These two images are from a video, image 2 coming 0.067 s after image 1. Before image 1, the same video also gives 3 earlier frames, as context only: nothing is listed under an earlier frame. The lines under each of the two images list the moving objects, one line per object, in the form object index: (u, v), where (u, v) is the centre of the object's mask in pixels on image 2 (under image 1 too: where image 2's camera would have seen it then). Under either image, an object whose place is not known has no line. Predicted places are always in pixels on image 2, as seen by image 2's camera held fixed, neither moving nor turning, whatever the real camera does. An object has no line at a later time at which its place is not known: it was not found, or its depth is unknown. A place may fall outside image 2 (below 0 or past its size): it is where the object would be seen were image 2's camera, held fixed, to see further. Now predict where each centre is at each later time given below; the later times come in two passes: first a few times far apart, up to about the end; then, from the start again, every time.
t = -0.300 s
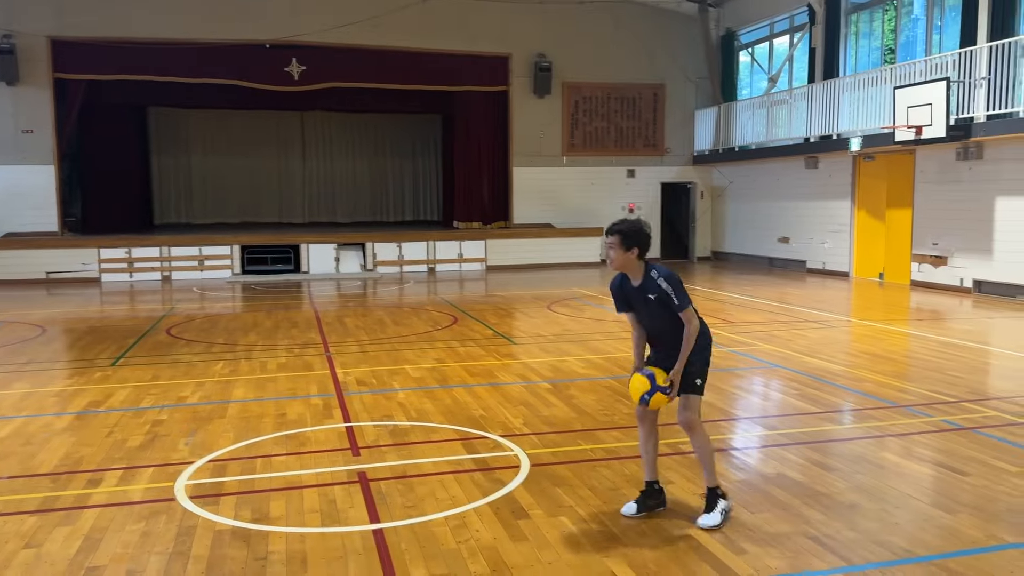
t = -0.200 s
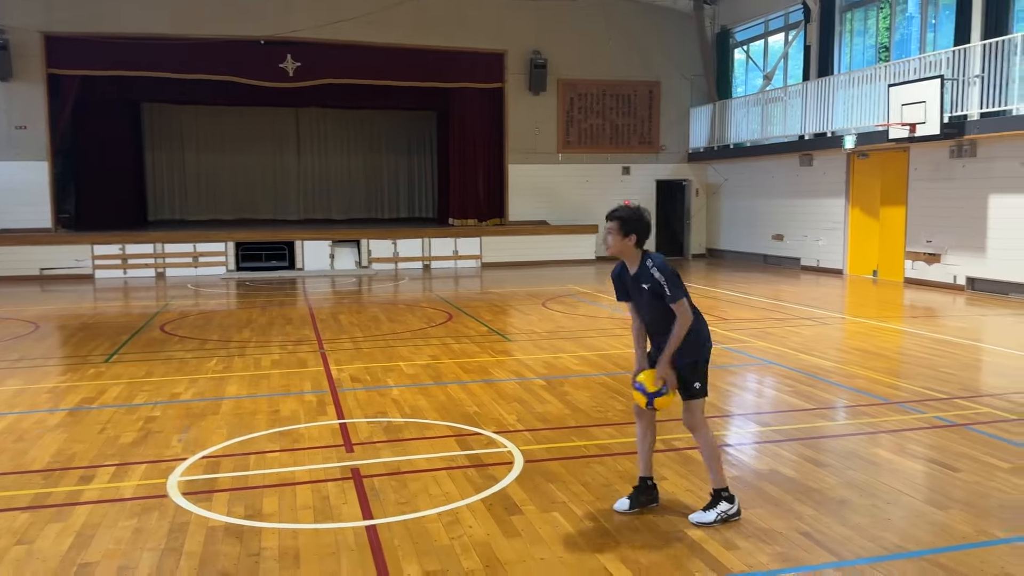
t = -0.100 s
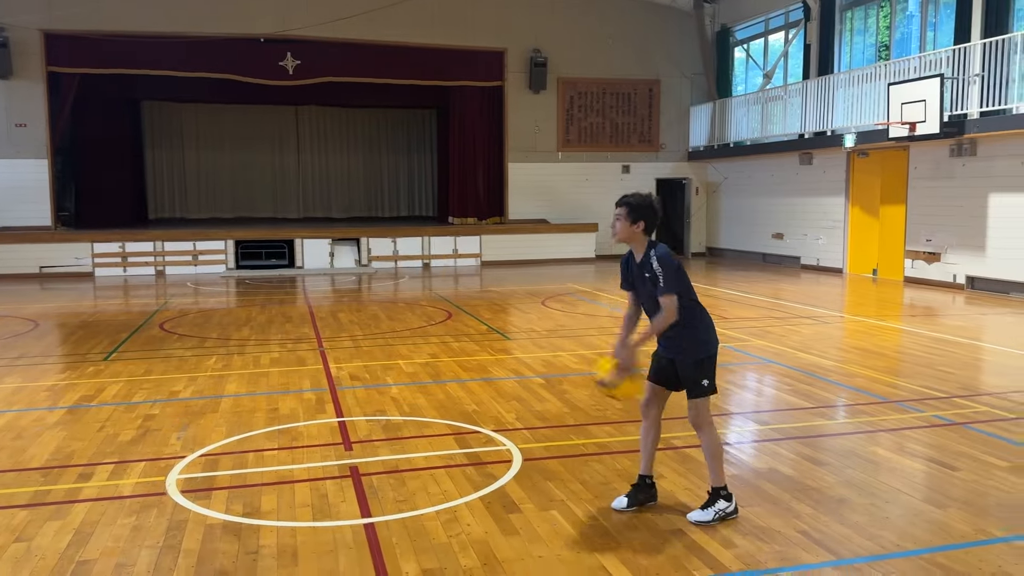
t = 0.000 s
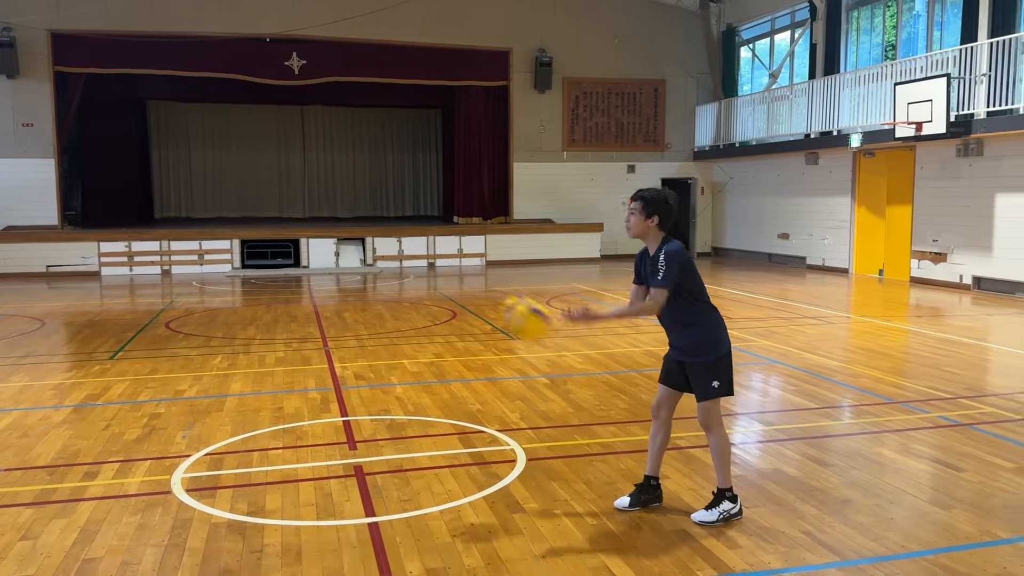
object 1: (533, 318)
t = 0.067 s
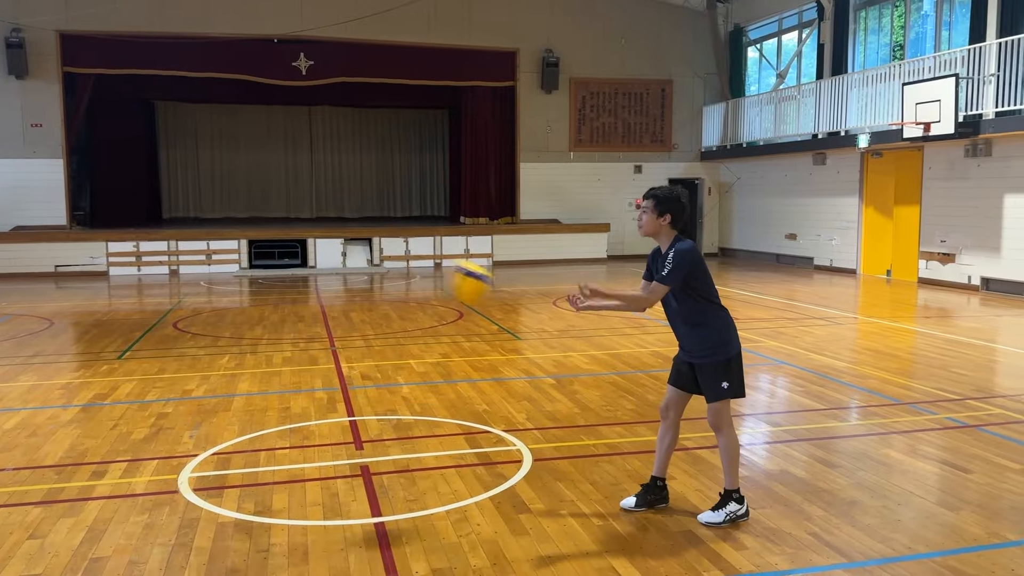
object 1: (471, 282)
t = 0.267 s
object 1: (269, 220)
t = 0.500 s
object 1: (51, 250)
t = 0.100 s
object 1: (433, 265)
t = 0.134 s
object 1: (400, 251)
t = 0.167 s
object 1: (366, 240)
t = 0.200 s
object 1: (334, 230)
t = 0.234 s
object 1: (301, 223)
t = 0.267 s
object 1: (269, 220)
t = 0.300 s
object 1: (236, 217)
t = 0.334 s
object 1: (205, 217)
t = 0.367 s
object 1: (174, 219)
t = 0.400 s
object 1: (142, 224)
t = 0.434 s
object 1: (112, 230)
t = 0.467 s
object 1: (81, 239)
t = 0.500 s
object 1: (51, 250)
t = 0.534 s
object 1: (20, 263)
